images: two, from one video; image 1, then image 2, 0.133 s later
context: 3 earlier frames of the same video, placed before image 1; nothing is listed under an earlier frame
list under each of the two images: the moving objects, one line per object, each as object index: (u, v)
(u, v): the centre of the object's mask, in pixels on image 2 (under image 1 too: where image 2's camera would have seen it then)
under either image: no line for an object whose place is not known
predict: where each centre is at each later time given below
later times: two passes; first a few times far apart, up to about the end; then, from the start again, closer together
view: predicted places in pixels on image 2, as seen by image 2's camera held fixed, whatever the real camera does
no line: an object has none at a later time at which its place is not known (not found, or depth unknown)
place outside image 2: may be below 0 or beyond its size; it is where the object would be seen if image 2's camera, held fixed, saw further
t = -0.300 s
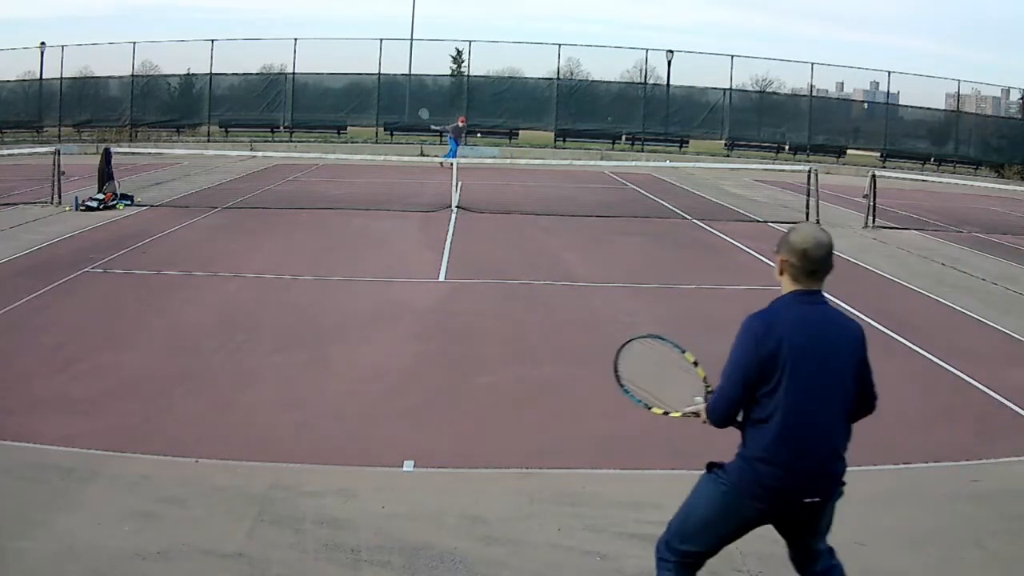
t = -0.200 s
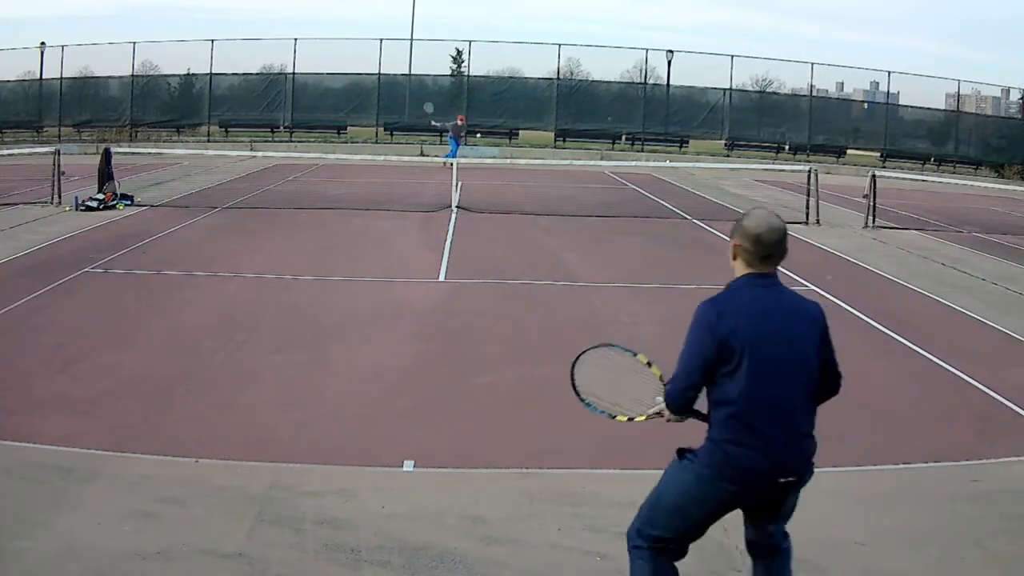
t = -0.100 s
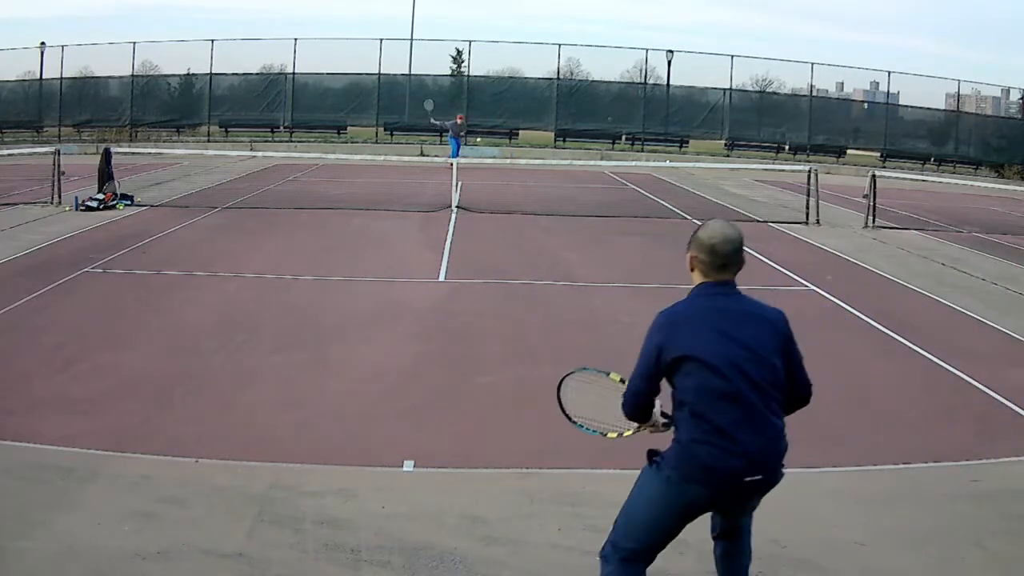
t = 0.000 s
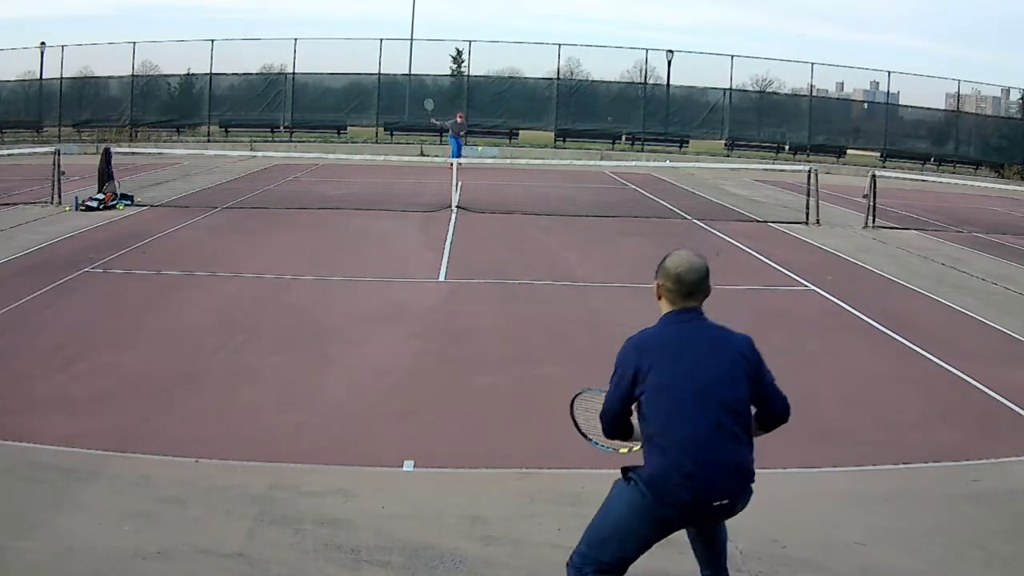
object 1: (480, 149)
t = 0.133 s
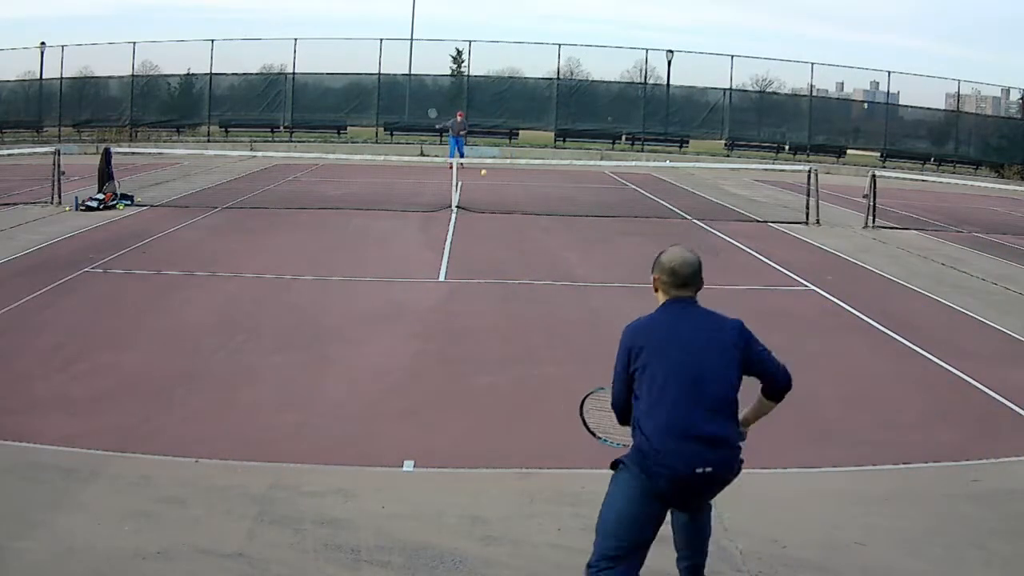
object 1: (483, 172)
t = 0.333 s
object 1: (494, 242)
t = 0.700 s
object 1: (552, 309)
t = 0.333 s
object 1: (494, 242)
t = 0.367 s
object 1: (497, 260)
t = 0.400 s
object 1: (501, 280)
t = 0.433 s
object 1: (505, 285)
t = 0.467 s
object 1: (509, 284)
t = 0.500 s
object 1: (514, 283)
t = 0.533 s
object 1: (519, 283)
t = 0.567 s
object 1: (525, 285)
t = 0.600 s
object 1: (530, 288)
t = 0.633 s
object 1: (537, 293)
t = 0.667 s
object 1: (544, 299)
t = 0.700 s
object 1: (552, 309)
